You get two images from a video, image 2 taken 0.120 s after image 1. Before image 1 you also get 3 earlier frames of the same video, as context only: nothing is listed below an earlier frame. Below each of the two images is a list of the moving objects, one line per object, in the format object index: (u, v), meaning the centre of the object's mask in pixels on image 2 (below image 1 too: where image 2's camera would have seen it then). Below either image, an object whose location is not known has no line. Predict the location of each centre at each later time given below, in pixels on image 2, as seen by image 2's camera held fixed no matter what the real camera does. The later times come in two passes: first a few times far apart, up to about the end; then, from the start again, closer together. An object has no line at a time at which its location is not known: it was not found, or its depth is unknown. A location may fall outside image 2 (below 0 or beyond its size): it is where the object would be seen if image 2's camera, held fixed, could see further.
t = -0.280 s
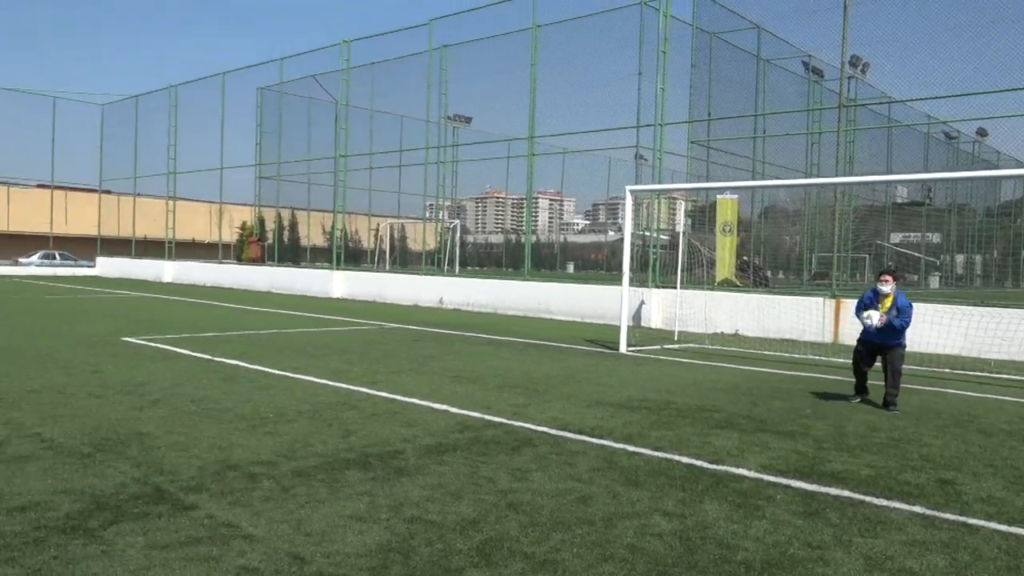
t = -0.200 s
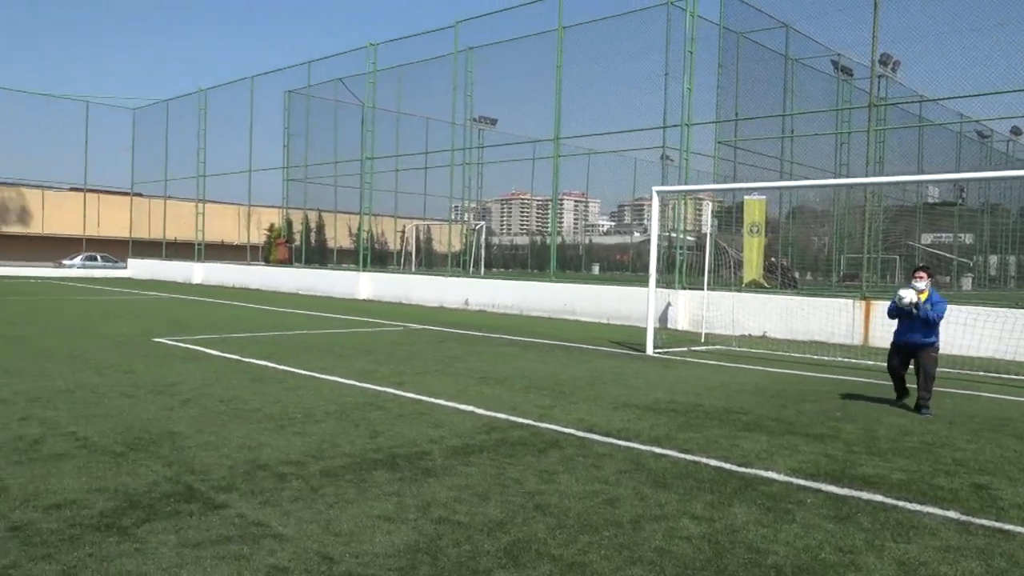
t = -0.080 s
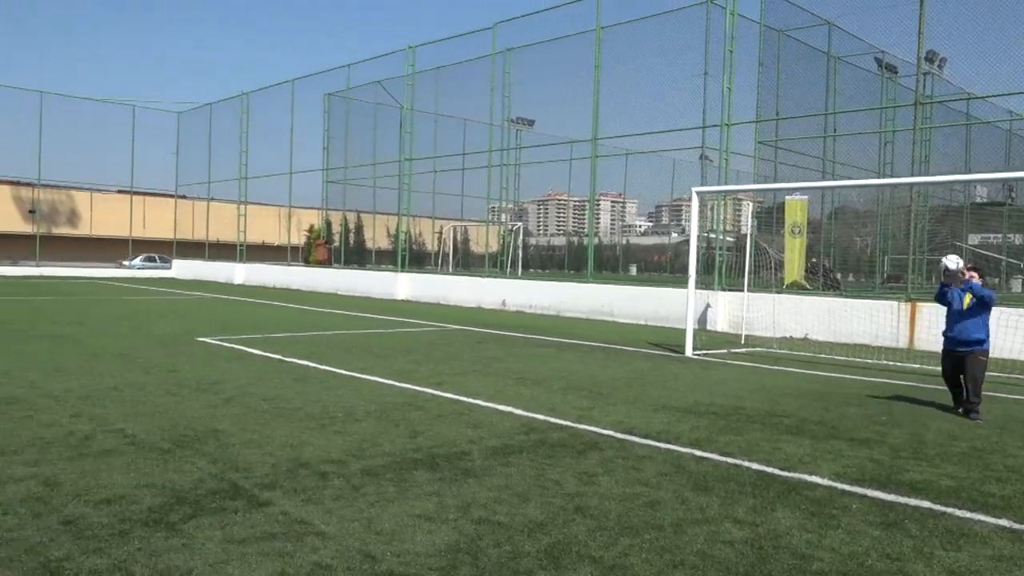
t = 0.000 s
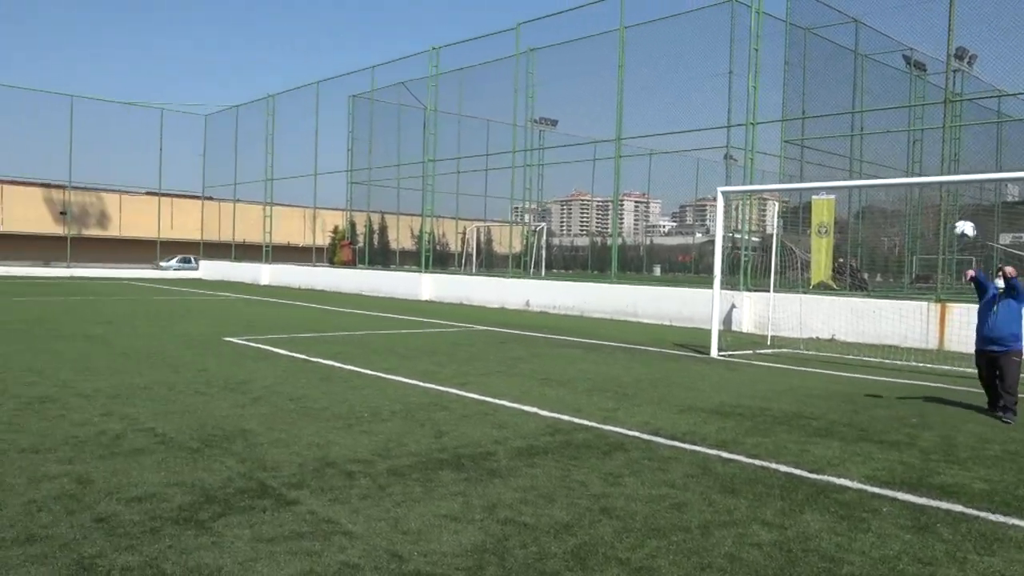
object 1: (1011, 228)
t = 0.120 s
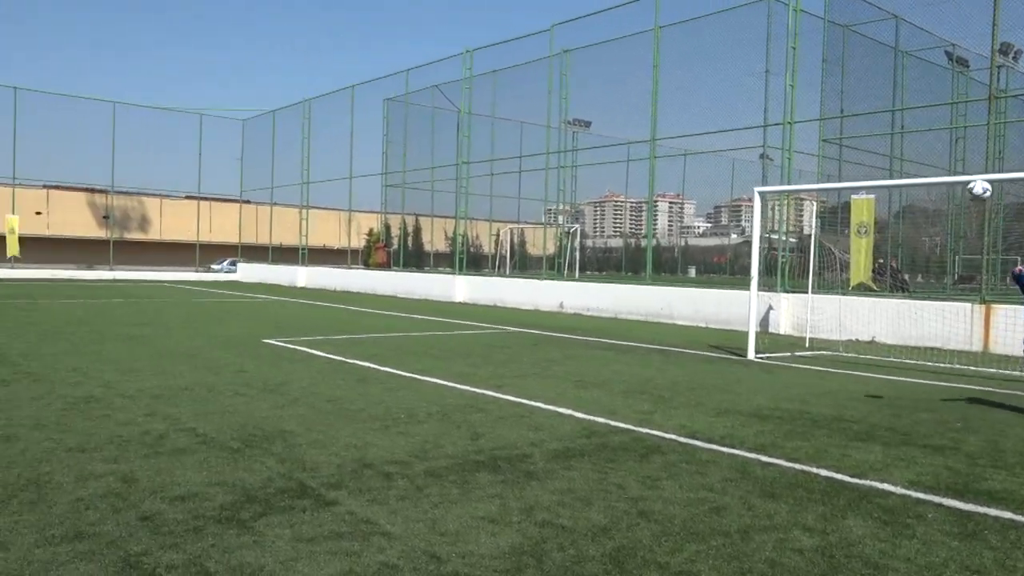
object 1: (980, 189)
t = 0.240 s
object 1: (946, 165)
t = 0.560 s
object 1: (847, 174)
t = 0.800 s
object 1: (765, 260)
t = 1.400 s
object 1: (642, 294)
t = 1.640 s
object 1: (624, 285)
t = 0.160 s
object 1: (967, 181)
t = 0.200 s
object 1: (957, 172)
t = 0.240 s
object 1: (946, 165)
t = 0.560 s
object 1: (847, 174)
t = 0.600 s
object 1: (835, 183)
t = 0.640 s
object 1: (822, 194)
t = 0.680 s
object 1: (808, 207)
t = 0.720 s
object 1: (793, 223)
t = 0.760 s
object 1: (779, 241)
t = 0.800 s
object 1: (765, 260)
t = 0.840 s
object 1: (751, 284)
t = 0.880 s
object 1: (736, 310)
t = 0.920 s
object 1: (721, 337)
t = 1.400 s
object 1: (642, 294)
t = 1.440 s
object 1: (641, 288)
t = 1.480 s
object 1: (637, 283)
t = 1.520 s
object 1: (633, 281)
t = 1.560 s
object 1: (630, 281)
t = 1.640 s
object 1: (624, 285)
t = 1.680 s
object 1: (620, 290)
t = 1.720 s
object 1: (618, 298)
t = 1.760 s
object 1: (613, 307)
